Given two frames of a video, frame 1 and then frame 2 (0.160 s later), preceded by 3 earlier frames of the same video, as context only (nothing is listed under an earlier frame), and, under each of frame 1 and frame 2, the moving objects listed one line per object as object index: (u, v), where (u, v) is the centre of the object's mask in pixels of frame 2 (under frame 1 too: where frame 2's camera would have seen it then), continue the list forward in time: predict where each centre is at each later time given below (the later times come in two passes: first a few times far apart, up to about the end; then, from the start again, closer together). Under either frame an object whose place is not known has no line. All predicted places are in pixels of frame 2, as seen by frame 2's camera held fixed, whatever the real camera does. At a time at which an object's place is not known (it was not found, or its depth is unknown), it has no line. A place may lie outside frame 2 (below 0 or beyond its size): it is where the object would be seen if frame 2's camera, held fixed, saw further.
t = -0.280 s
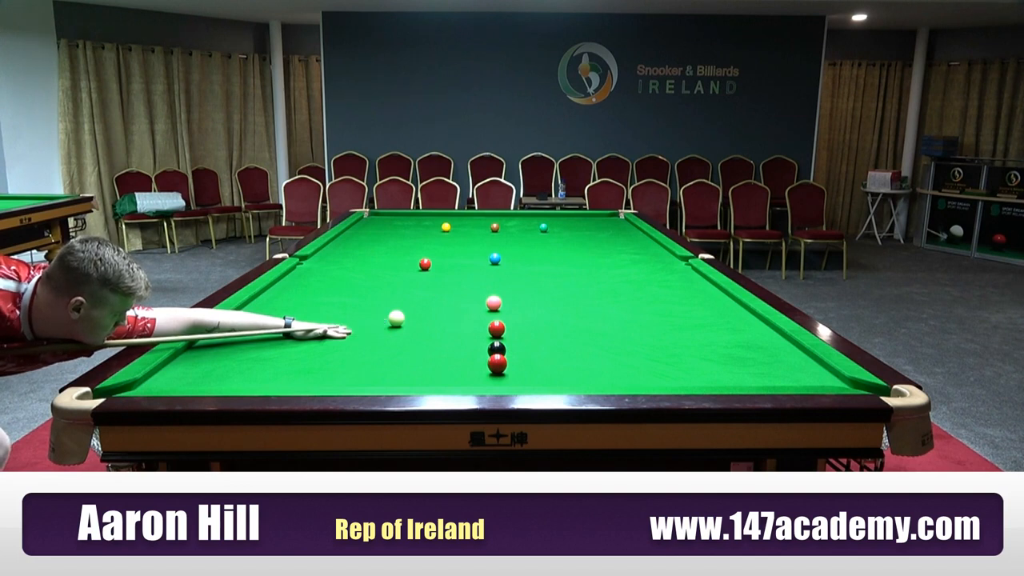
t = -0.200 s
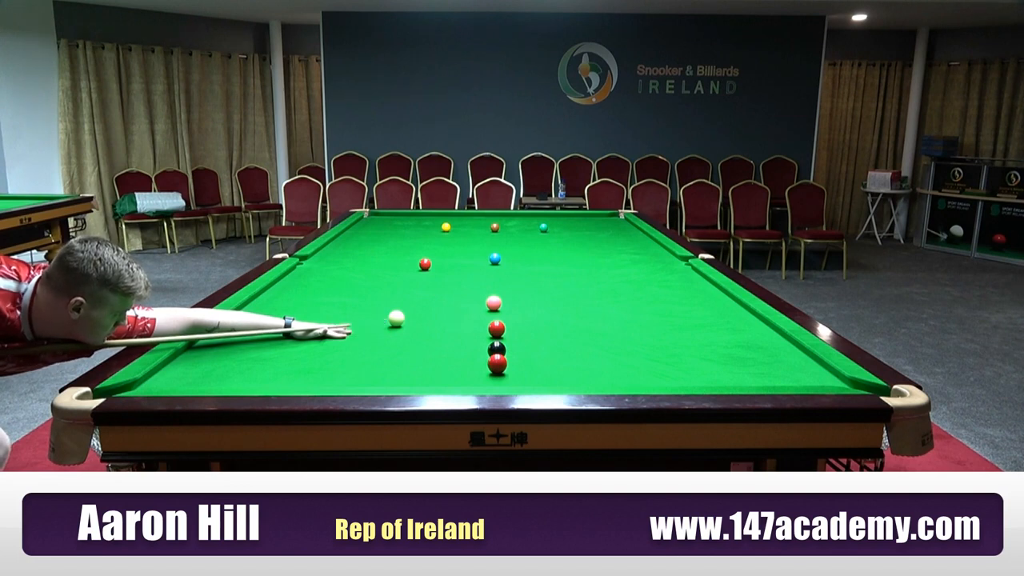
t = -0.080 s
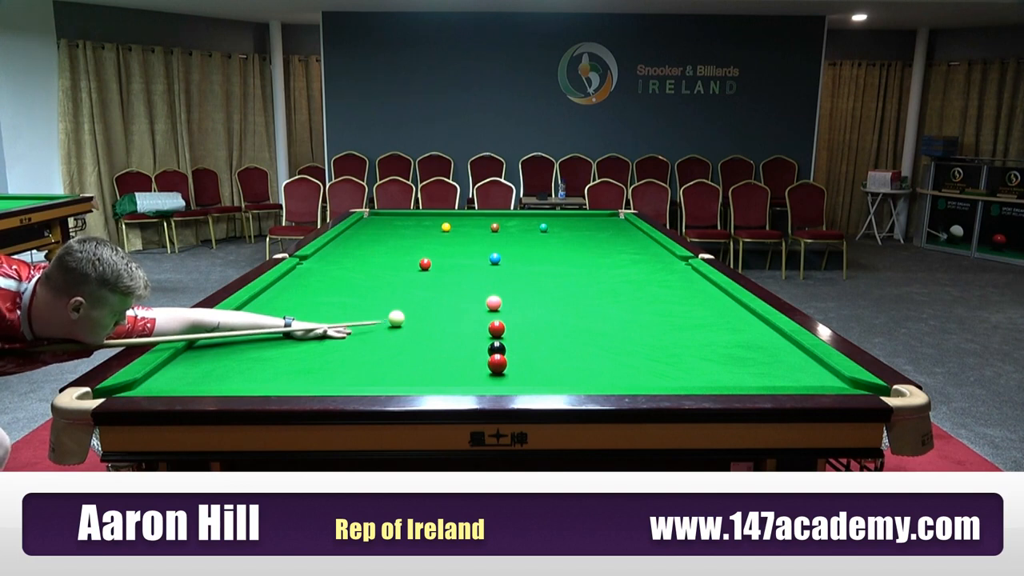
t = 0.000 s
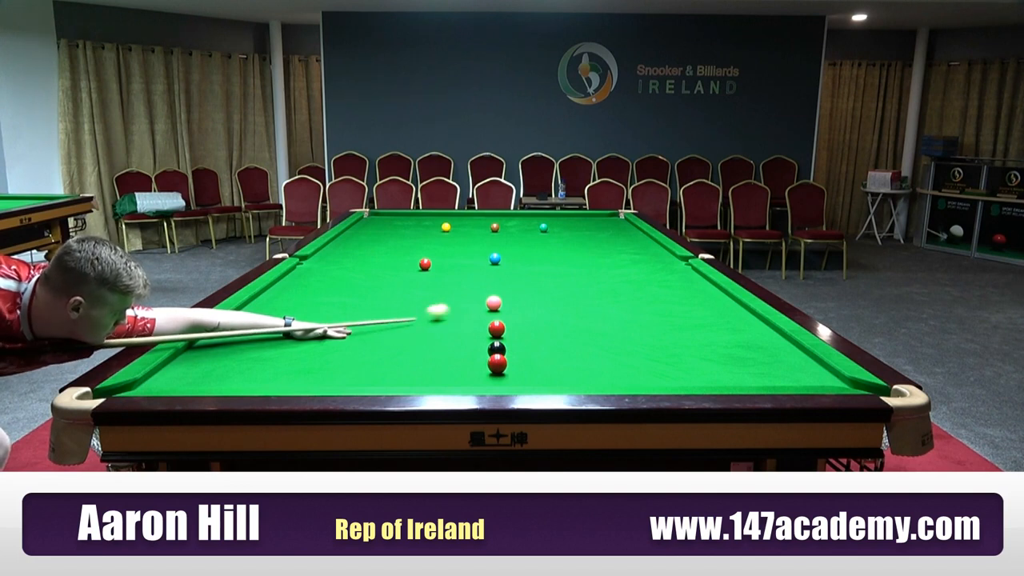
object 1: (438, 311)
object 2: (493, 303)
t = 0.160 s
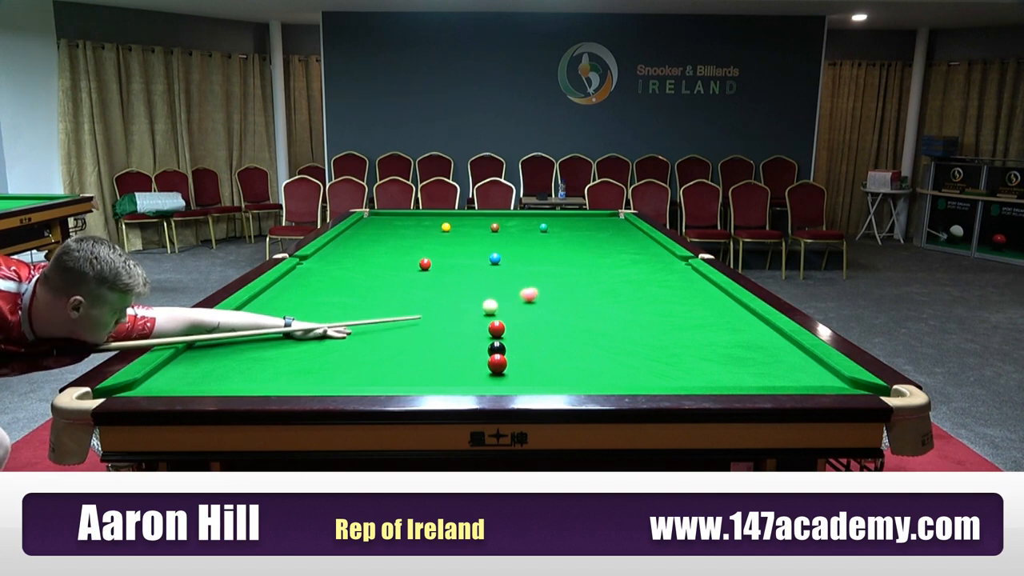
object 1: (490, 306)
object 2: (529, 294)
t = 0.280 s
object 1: (496, 309)
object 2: (570, 285)
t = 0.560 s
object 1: (510, 313)
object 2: (639, 270)
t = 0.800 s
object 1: (521, 318)
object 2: (685, 259)
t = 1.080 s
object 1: (533, 322)
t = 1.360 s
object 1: (545, 326)
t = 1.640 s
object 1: (555, 330)
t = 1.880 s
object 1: (563, 333)
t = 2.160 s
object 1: (571, 337)
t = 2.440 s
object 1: (579, 340)
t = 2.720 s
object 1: (585, 342)
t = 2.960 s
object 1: (589, 344)
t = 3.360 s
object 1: (588, 345)
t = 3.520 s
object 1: (596, 347)
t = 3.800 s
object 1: (598, 348)
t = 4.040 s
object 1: (598, 348)
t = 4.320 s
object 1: (598, 348)
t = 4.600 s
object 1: (598, 348)
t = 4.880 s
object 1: (598, 348)
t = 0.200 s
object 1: (492, 307)
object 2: (544, 291)
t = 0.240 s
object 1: (494, 308)
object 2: (557, 288)
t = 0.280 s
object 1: (496, 309)
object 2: (570, 285)
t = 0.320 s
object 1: (498, 309)
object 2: (581, 282)
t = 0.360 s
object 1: (500, 310)
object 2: (592, 280)
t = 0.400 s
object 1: (502, 311)
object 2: (602, 278)
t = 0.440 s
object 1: (504, 311)
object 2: (611, 276)
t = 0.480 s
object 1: (506, 312)
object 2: (621, 273)
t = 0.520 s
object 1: (508, 313)
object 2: (630, 272)
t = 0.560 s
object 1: (510, 313)
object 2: (639, 270)
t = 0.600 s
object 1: (512, 314)
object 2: (647, 268)
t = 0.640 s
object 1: (513, 315)
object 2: (655, 266)
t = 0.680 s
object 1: (516, 316)
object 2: (663, 264)
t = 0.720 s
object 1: (517, 316)
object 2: (671, 263)
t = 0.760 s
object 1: (519, 317)
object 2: (678, 261)
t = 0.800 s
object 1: (521, 318)
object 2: (685, 259)
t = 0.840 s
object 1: (523, 318)
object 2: (691, 257)
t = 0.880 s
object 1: (525, 319)
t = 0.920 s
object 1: (526, 319)
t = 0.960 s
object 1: (528, 320)
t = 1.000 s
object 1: (530, 321)
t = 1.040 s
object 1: (531, 321)
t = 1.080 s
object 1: (533, 322)
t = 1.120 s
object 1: (535, 323)
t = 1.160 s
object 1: (537, 323)
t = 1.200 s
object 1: (538, 324)
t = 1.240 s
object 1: (540, 324)
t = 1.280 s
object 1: (541, 325)
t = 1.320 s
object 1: (543, 326)
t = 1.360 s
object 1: (545, 326)
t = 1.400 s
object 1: (546, 327)
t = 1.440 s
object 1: (548, 327)
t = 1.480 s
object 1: (549, 328)
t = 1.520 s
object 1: (550, 329)
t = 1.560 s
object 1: (552, 329)
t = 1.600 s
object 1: (553, 330)
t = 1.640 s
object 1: (555, 330)
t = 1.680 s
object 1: (556, 331)
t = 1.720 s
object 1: (557, 331)
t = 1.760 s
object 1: (559, 332)
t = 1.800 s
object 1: (560, 332)
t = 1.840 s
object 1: (561, 333)
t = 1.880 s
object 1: (563, 333)
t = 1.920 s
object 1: (564, 334)
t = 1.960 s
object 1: (565, 334)
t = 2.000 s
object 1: (567, 335)
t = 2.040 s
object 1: (568, 335)
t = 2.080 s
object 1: (569, 336)
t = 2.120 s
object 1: (570, 336)
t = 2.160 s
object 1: (571, 337)
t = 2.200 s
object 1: (572, 337)
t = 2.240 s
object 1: (574, 338)
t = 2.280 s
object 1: (574, 338)
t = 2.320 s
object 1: (576, 339)
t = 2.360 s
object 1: (577, 339)
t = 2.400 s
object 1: (578, 339)
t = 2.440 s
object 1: (579, 340)
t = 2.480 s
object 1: (580, 340)
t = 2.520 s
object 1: (581, 341)
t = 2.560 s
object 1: (582, 341)
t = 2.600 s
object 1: (582, 341)
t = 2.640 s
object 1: (583, 342)
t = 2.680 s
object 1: (584, 342)
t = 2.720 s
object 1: (585, 342)
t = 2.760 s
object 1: (586, 343)
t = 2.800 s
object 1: (586, 343)
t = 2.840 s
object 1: (587, 343)
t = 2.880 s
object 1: (588, 344)
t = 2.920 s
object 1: (588, 344)
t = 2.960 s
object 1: (589, 344)
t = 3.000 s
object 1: (590, 344)
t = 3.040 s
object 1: (590, 345)
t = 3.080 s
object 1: (591, 345)
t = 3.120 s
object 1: (595, 344)
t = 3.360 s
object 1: (588, 345)
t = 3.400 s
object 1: (595, 347)
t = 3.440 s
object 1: (596, 347)
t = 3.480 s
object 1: (596, 347)
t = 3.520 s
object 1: (596, 347)
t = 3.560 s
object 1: (596, 347)
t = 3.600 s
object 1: (597, 347)
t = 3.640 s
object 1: (597, 347)
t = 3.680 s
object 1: (597, 348)
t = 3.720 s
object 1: (598, 348)
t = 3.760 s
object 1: (598, 348)
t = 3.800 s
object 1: (598, 348)
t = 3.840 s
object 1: (598, 348)
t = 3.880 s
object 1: (598, 348)
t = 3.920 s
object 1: (598, 348)
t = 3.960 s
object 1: (598, 348)
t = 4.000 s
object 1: (598, 348)
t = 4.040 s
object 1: (598, 348)
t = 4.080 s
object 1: (598, 348)
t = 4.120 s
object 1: (598, 348)
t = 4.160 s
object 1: (598, 348)
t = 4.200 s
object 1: (598, 348)
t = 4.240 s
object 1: (598, 348)
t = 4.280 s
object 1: (598, 348)
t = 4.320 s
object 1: (598, 348)
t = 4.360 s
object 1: (598, 348)
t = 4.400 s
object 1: (598, 348)
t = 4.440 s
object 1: (598, 348)
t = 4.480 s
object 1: (598, 348)
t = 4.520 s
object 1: (598, 348)
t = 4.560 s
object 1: (598, 348)
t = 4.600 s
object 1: (598, 348)
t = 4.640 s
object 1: (598, 348)
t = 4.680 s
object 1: (598, 348)
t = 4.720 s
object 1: (598, 348)
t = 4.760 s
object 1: (598, 348)
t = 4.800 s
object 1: (598, 348)
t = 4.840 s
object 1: (598, 348)
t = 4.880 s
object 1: (598, 348)
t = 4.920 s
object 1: (598, 348)
